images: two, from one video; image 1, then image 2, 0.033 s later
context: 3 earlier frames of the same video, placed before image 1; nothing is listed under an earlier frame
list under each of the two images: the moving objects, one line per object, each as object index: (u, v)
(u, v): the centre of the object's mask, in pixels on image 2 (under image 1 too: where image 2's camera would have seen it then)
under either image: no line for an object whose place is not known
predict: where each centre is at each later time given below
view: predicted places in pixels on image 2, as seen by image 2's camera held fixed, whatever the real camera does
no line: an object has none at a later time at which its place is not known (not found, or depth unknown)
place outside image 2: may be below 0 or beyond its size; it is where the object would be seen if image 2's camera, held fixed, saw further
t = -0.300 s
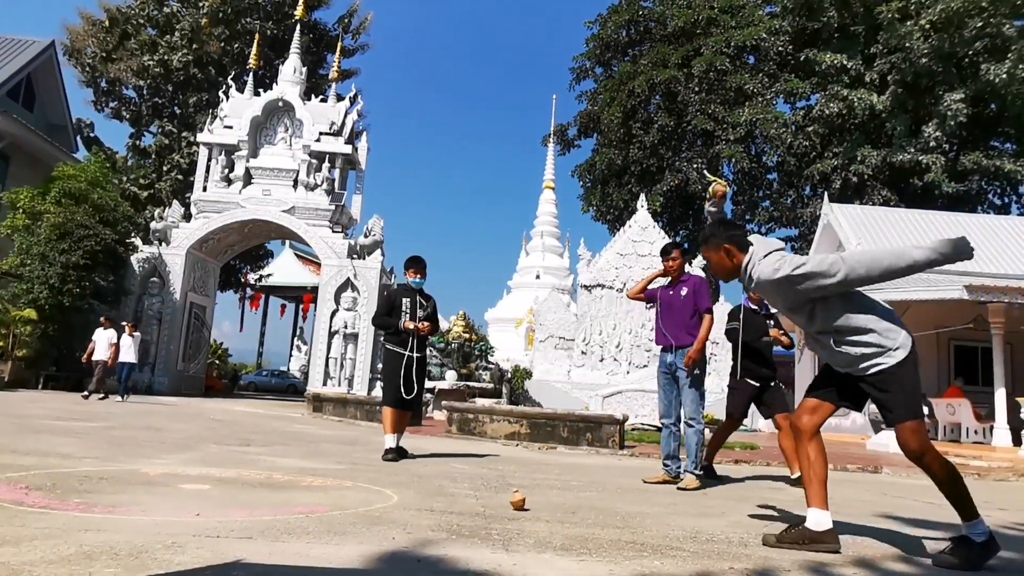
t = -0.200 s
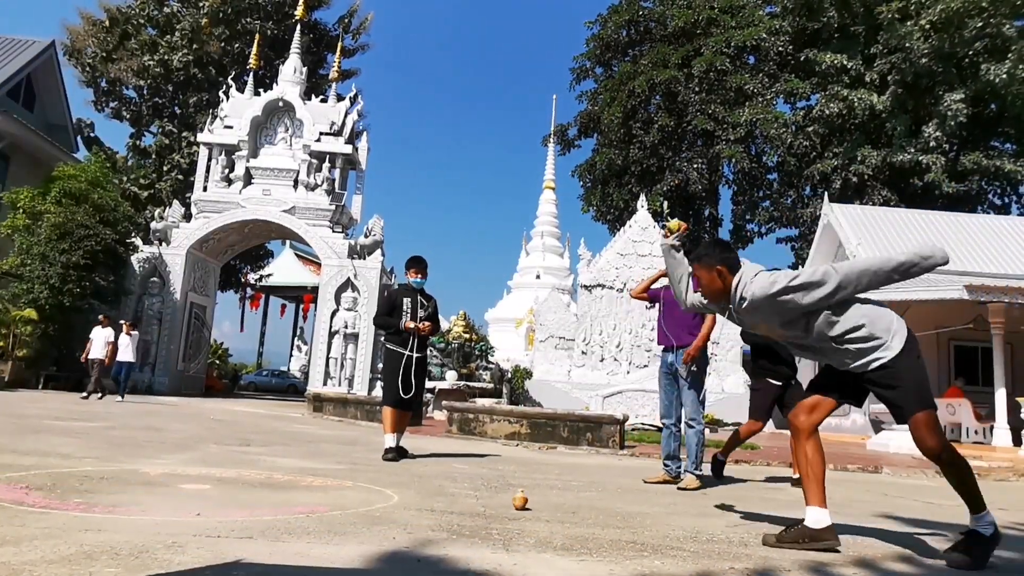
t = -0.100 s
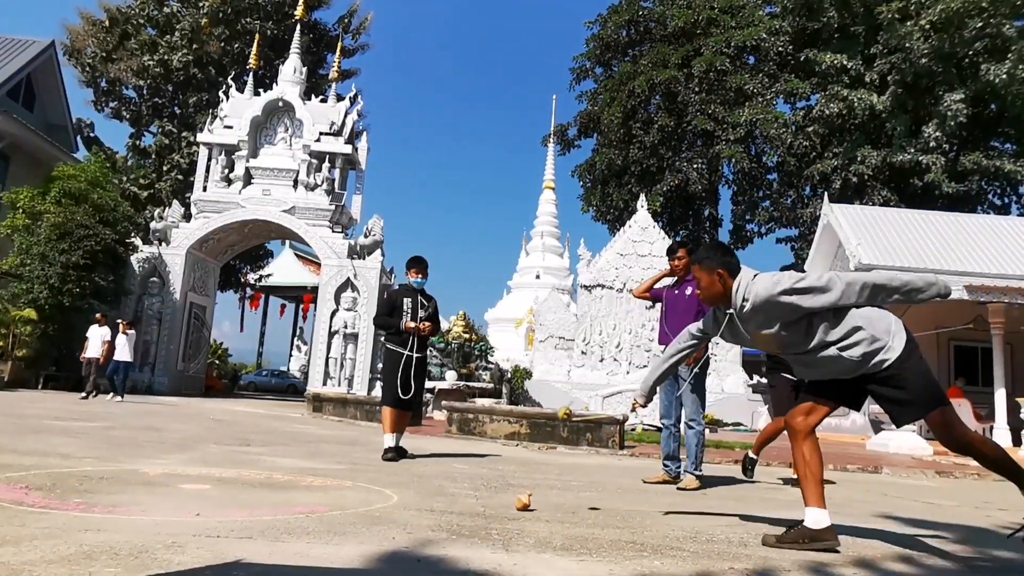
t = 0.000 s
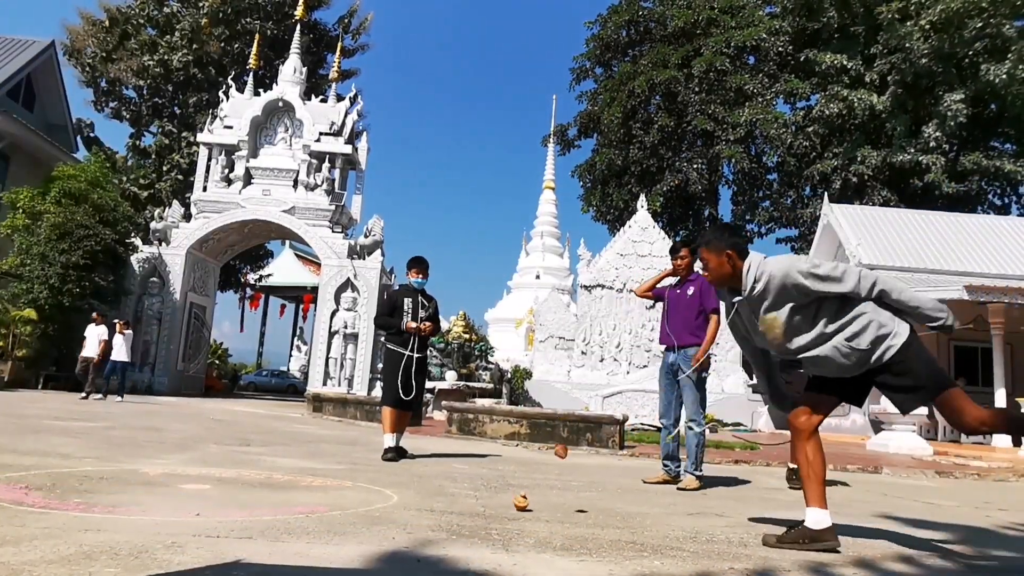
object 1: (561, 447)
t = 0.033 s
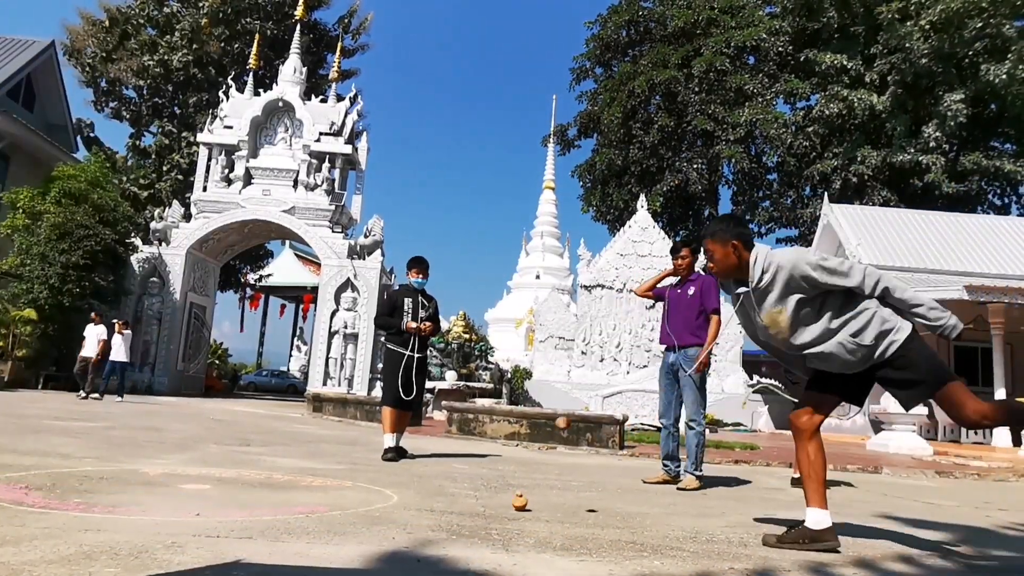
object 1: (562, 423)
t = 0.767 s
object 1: (575, 476)
